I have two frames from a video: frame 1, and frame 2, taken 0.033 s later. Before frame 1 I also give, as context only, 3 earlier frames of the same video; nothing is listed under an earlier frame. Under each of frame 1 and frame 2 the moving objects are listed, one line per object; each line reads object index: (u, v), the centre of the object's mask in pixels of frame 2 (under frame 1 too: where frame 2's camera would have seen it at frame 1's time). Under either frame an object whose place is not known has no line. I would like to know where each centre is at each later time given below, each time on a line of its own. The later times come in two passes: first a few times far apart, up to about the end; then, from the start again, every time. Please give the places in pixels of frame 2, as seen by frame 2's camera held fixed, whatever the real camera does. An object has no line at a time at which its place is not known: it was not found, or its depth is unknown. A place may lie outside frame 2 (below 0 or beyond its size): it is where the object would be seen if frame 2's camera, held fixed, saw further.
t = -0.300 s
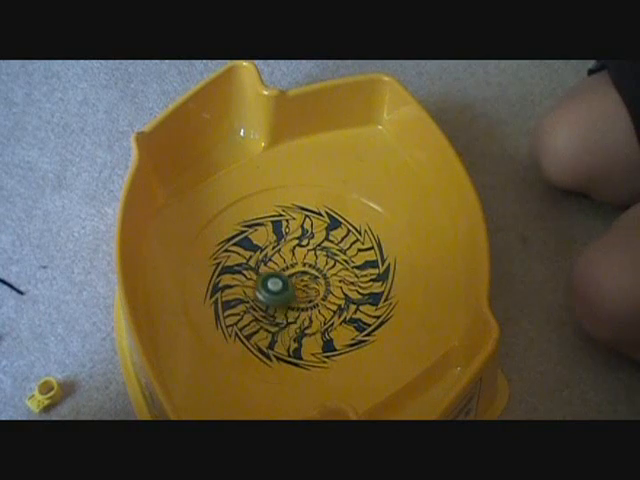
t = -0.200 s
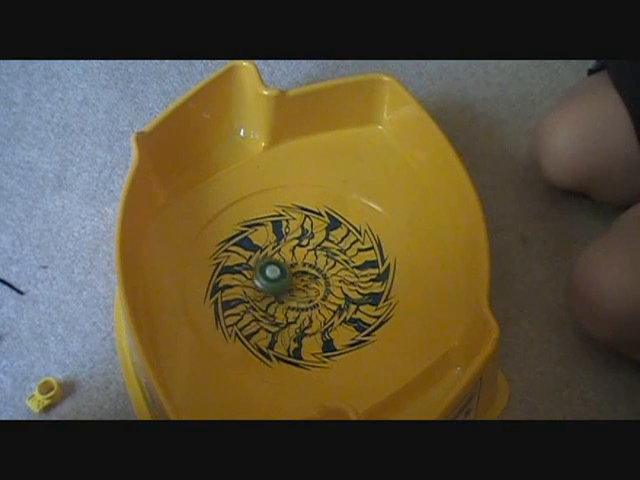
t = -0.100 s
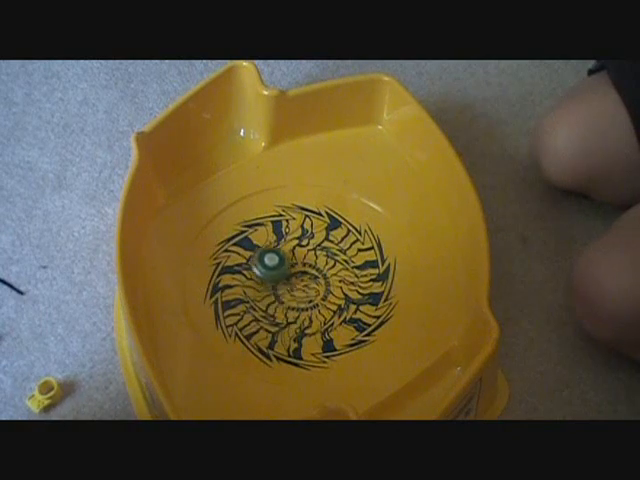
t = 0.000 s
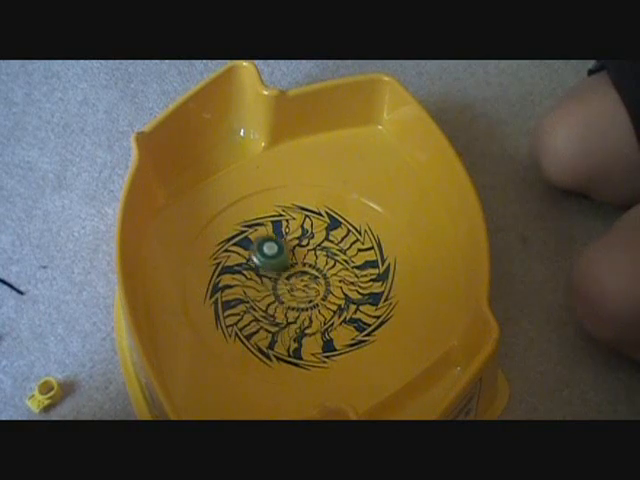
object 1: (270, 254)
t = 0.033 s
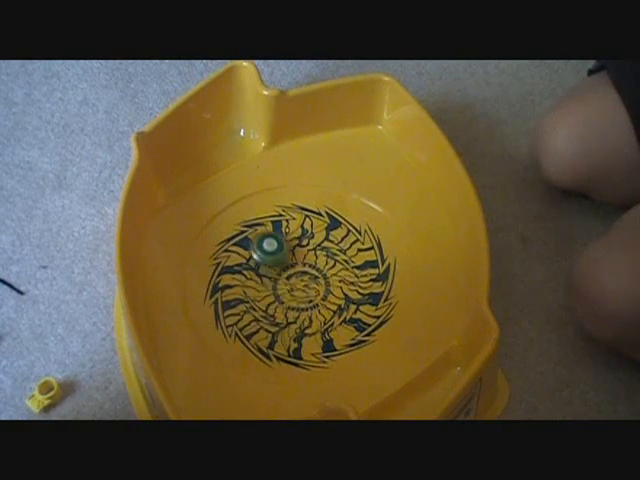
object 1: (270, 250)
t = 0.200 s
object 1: (270, 233)
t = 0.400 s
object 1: (275, 221)
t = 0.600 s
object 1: (283, 217)
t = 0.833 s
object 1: (297, 223)
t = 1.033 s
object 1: (313, 234)
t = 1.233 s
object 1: (327, 249)
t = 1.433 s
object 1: (339, 265)
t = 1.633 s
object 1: (347, 282)
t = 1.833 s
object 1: (347, 296)
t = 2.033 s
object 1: (341, 310)
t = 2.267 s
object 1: (326, 317)
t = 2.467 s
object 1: (307, 318)
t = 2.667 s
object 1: (291, 313)
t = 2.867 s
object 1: (272, 304)
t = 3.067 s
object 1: (261, 291)
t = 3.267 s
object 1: (255, 277)
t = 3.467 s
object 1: (255, 261)
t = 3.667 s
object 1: (262, 248)
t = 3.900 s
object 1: (277, 238)
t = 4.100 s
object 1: (293, 233)
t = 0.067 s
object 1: (269, 245)
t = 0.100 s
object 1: (269, 243)
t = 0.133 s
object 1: (269, 240)
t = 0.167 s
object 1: (270, 237)
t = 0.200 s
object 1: (270, 233)
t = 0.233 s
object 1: (270, 231)
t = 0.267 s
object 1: (271, 229)
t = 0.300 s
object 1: (271, 226)
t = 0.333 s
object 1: (273, 224)
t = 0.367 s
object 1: (273, 223)
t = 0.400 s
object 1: (275, 221)
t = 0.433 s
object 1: (276, 220)
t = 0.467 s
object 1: (277, 219)
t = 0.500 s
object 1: (278, 218)
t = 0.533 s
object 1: (280, 217)
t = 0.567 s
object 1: (282, 217)
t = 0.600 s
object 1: (283, 217)
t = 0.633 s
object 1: (284, 217)
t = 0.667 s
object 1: (287, 218)
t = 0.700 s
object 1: (289, 219)
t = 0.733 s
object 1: (292, 221)
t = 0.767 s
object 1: (293, 222)
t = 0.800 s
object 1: (294, 222)
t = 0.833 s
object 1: (297, 223)
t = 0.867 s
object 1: (300, 226)
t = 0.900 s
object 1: (302, 227)
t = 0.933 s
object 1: (305, 228)
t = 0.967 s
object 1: (308, 230)
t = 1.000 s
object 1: (311, 232)
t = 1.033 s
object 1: (313, 234)
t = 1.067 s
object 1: (316, 236)
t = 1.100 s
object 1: (319, 239)
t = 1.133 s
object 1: (321, 242)
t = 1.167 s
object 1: (323, 244)
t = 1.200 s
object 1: (326, 246)
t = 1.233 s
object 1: (327, 249)
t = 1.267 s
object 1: (330, 252)
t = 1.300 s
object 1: (332, 254)
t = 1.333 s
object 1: (334, 256)
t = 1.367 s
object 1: (335, 259)
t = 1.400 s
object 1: (337, 263)
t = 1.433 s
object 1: (339, 265)
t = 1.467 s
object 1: (340, 267)
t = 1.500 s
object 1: (342, 271)
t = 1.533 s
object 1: (343, 274)
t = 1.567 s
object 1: (345, 276)
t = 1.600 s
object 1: (346, 279)
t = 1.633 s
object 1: (347, 282)
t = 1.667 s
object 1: (347, 285)
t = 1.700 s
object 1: (348, 287)
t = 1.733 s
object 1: (347, 290)
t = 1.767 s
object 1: (348, 292)
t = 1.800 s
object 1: (348, 294)
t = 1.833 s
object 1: (347, 296)
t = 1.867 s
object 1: (346, 299)
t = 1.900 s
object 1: (346, 300)
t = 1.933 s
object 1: (345, 303)
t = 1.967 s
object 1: (344, 305)
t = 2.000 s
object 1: (343, 307)
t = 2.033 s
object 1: (341, 310)
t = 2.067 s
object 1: (339, 312)
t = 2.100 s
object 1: (337, 312)
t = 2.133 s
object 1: (336, 313)
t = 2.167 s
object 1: (333, 314)
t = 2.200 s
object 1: (330, 316)
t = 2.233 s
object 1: (328, 316)
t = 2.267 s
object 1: (326, 317)
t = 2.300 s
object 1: (322, 318)
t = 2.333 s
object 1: (321, 318)
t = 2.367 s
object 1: (318, 318)
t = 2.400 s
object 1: (315, 318)
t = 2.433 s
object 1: (311, 318)
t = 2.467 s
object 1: (307, 318)
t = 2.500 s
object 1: (305, 317)
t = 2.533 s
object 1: (302, 317)
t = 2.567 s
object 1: (300, 317)
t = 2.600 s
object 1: (296, 315)
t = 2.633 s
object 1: (293, 314)
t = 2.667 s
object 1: (291, 313)
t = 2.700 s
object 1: (286, 311)
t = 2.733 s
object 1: (284, 310)
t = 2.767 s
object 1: (281, 308)
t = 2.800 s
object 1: (278, 308)
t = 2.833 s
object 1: (276, 306)
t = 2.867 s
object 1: (272, 304)
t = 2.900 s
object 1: (271, 303)
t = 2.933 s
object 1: (268, 300)
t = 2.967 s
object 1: (267, 297)
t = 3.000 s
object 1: (265, 295)
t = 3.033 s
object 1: (263, 293)
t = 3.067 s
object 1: (261, 291)
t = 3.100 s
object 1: (259, 289)
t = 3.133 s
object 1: (258, 287)
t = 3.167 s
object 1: (257, 285)
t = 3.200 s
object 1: (256, 282)
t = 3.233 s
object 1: (256, 281)
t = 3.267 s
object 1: (255, 277)
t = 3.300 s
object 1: (255, 274)
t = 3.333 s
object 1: (254, 272)
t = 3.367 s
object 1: (254, 269)
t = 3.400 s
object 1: (254, 267)
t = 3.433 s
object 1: (255, 264)
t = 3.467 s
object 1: (255, 261)
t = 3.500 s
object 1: (255, 259)
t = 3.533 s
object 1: (257, 257)
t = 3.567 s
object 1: (258, 255)
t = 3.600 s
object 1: (259, 252)
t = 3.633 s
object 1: (260, 250)
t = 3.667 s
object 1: (262, 248)
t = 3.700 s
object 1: (263, 246)
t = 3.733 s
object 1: (265, 244)
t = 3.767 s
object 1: (267, 243)
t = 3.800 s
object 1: (269, 241)
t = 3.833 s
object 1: (271, 241)
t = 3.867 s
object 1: (274, 239)
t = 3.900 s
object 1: (277, 238)
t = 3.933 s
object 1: (280, 237)
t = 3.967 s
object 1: (282, 235)
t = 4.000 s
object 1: (284, 235)
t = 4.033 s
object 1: (287, 234)
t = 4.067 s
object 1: (291, 234)
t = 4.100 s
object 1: (293, 233)
